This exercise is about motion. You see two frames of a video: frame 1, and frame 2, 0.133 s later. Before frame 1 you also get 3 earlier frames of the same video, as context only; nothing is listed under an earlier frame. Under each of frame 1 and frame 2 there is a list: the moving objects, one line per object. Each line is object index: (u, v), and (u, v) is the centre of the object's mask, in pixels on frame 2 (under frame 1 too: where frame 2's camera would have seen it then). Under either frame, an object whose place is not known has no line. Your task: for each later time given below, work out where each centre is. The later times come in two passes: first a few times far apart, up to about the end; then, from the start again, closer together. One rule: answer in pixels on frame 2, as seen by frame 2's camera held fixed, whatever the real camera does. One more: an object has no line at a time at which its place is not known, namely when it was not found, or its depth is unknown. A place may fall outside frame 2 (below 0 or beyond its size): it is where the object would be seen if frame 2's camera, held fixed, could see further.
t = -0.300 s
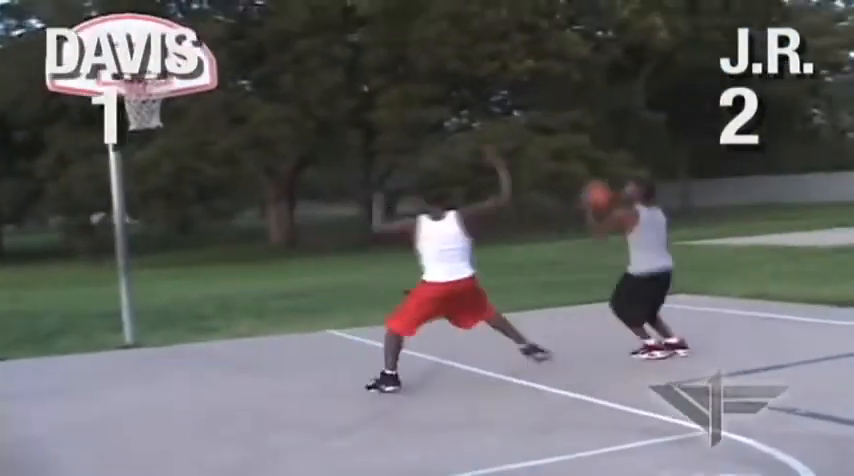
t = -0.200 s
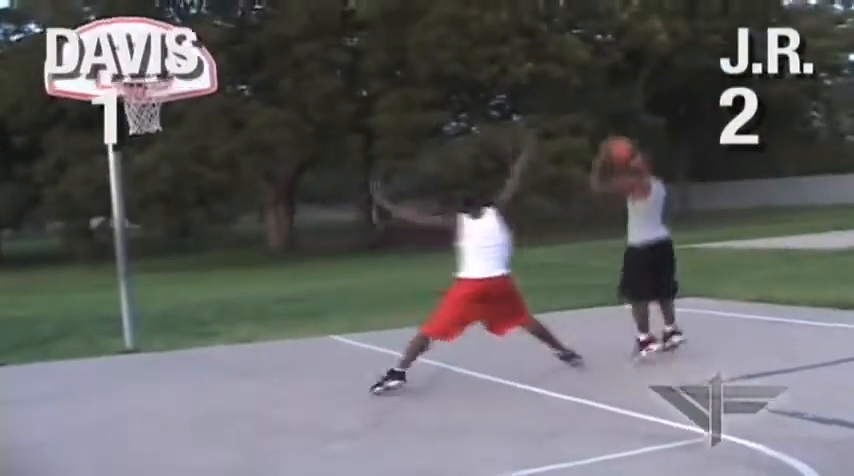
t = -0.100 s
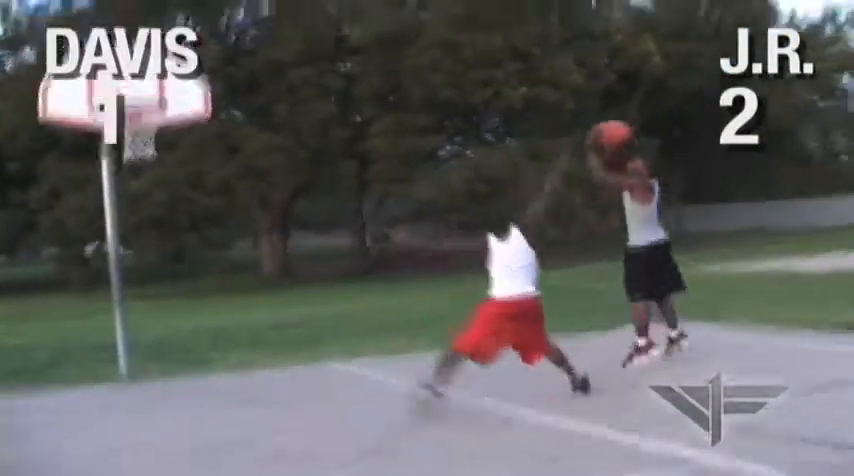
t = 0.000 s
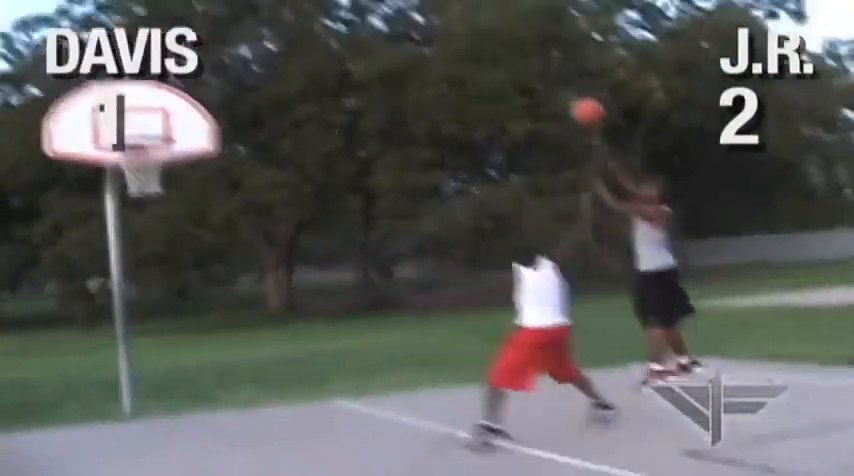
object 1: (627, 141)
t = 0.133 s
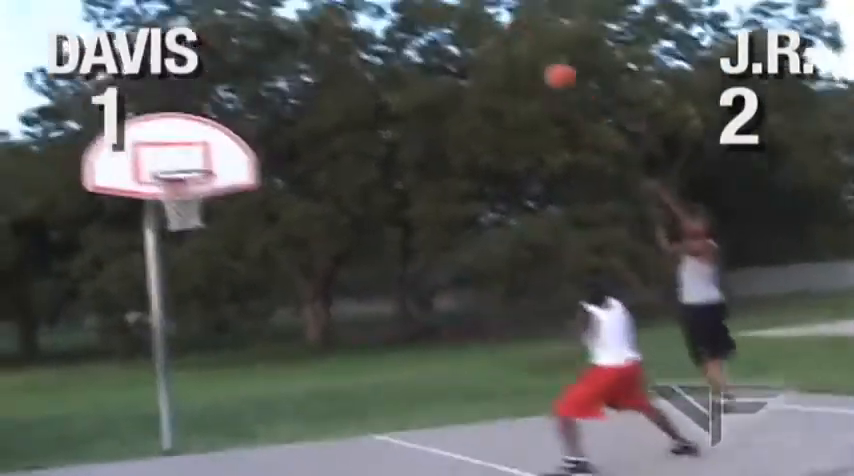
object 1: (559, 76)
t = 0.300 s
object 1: (484, 23)
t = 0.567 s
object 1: (378, -3)
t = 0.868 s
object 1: (269, 50)
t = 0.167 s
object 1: (545, 61)
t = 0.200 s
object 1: (529, 49)
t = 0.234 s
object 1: (513, 39)
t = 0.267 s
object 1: (499, 31)
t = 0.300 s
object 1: (484, 23)
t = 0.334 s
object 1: (471, 16)
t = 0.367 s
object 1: (458, 10)
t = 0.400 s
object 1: (447, 7)
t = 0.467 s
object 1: (416, -2)
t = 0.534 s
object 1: (392, -4)
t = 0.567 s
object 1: (378, -3)
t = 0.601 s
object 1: (364, -1)
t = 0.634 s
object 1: (356, 1)
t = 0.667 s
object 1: (341, 7)
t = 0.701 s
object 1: (330, 11)
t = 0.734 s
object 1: (315, 17)
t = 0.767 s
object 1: (305, 24)
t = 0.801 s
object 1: (293, 31)
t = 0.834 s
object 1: (281, 39)
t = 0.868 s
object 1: (269, 50)
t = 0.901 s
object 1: (258, 61)
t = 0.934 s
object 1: (246, 73)
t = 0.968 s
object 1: (237, 87)
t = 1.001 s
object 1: (224, 101)
